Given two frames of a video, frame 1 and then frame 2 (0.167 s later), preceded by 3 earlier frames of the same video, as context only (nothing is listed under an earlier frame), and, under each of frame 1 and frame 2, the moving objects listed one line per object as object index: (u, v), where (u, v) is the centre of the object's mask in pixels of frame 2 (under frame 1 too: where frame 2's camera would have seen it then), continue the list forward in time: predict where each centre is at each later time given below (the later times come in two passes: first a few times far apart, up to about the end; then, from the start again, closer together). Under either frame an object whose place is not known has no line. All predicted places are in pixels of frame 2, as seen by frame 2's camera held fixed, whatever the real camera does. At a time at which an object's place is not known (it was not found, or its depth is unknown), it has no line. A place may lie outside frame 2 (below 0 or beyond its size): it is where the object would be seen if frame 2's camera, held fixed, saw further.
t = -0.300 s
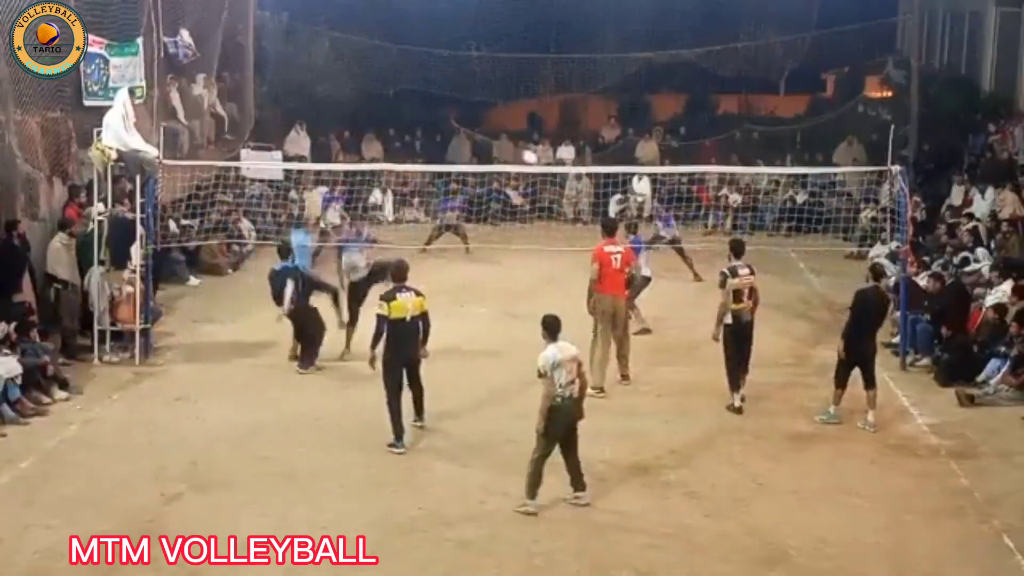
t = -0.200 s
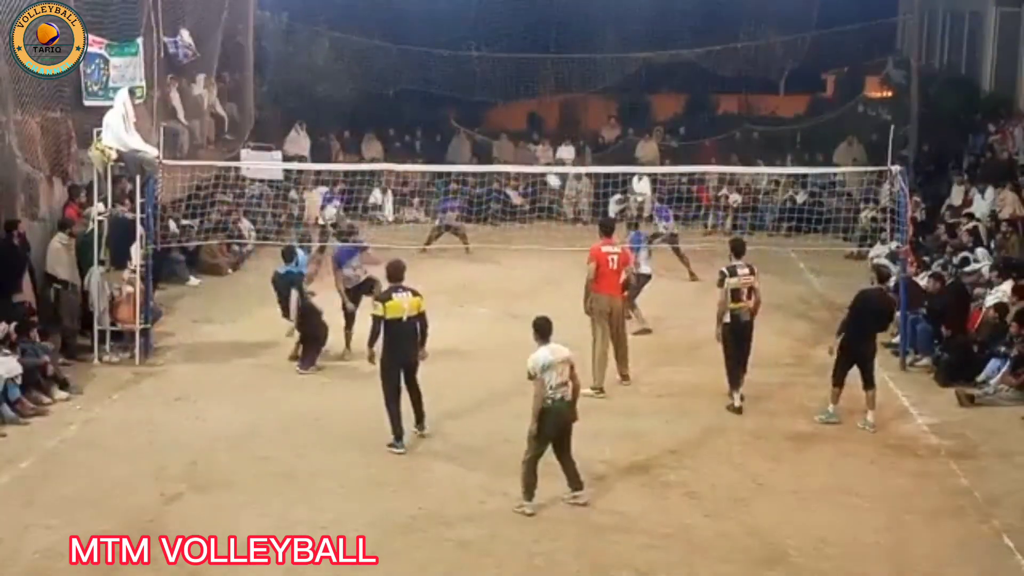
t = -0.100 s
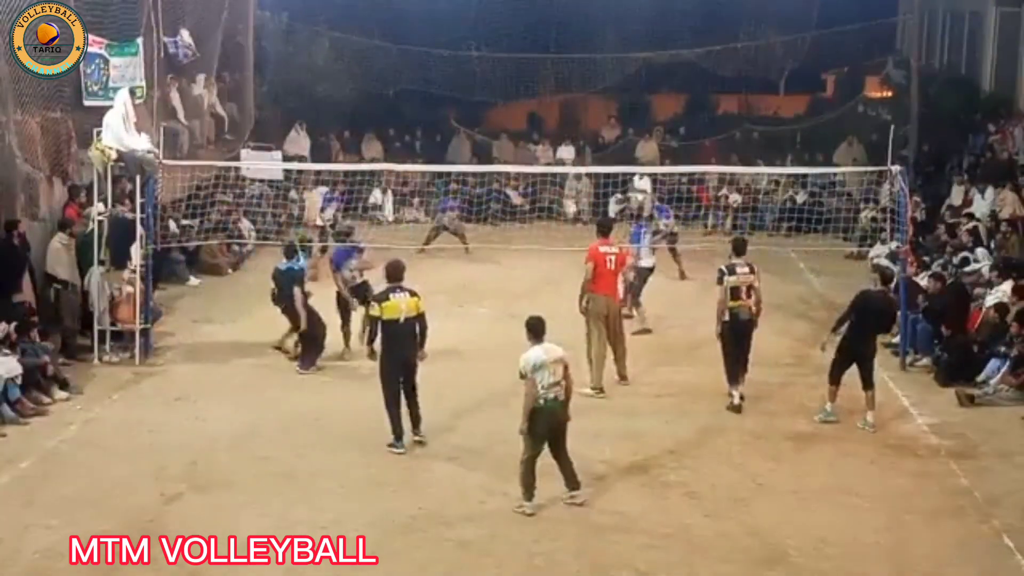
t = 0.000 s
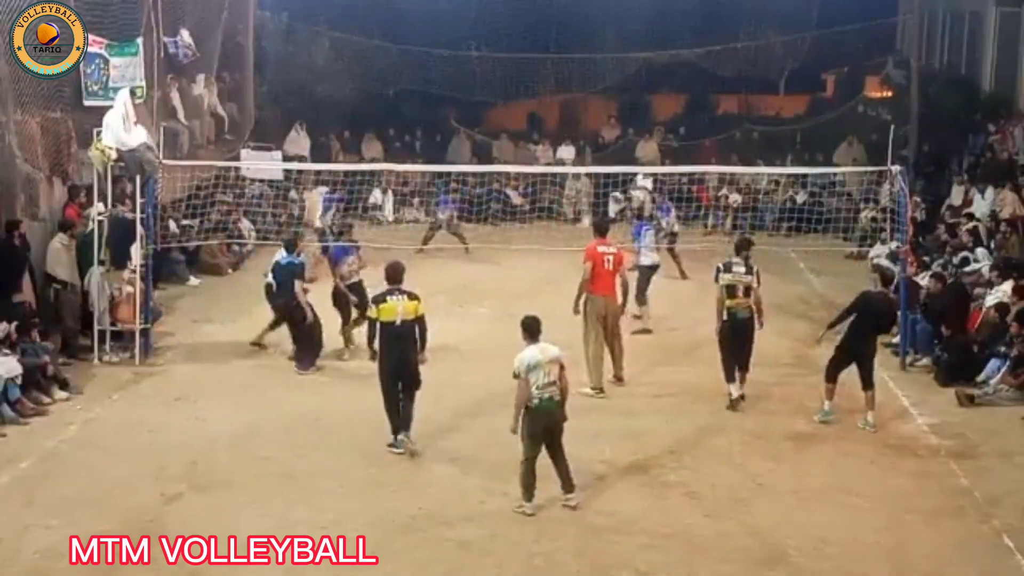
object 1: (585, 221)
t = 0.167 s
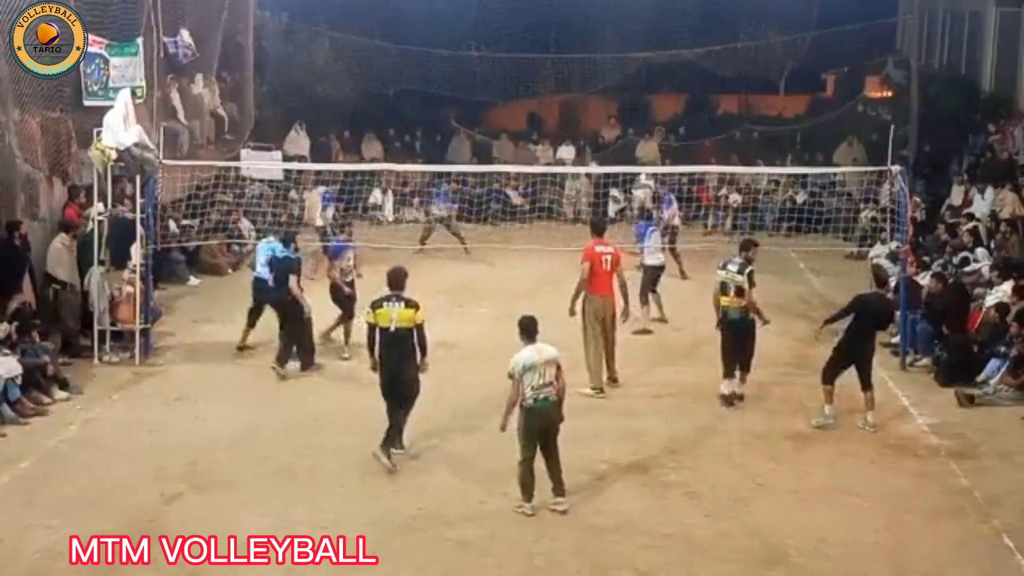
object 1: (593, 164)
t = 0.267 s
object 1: (578, 141)
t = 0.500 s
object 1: (541, 96)
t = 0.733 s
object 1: (502, 74)
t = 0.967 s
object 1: (461, 80)
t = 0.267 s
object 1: (578, 141)
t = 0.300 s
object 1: (573, 134)
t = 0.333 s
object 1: (568, 126)
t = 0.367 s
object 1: (563, 119)
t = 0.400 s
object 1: (558, 113)
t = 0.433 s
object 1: (551, 105)
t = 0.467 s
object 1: (546, 100)
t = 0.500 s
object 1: (541, 96)
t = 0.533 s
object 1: (535, 91)
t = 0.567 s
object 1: (530, 87)
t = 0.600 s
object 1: (525, 83)
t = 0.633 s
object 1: (519, 80)
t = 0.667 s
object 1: (514, 78)
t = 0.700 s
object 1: (508, 75)
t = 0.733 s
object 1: (502, 74)
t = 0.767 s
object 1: (497, 73)
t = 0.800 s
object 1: (491, 72)
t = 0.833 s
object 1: (485, 73)
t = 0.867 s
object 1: (479, 74)
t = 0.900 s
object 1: (473, 75)
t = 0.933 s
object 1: (468, 77)
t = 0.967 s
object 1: (461, 80)
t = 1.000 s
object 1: (455, 83)
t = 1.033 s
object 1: (449, 87)
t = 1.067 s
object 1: (444, 92)
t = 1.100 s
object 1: (437, 97)
